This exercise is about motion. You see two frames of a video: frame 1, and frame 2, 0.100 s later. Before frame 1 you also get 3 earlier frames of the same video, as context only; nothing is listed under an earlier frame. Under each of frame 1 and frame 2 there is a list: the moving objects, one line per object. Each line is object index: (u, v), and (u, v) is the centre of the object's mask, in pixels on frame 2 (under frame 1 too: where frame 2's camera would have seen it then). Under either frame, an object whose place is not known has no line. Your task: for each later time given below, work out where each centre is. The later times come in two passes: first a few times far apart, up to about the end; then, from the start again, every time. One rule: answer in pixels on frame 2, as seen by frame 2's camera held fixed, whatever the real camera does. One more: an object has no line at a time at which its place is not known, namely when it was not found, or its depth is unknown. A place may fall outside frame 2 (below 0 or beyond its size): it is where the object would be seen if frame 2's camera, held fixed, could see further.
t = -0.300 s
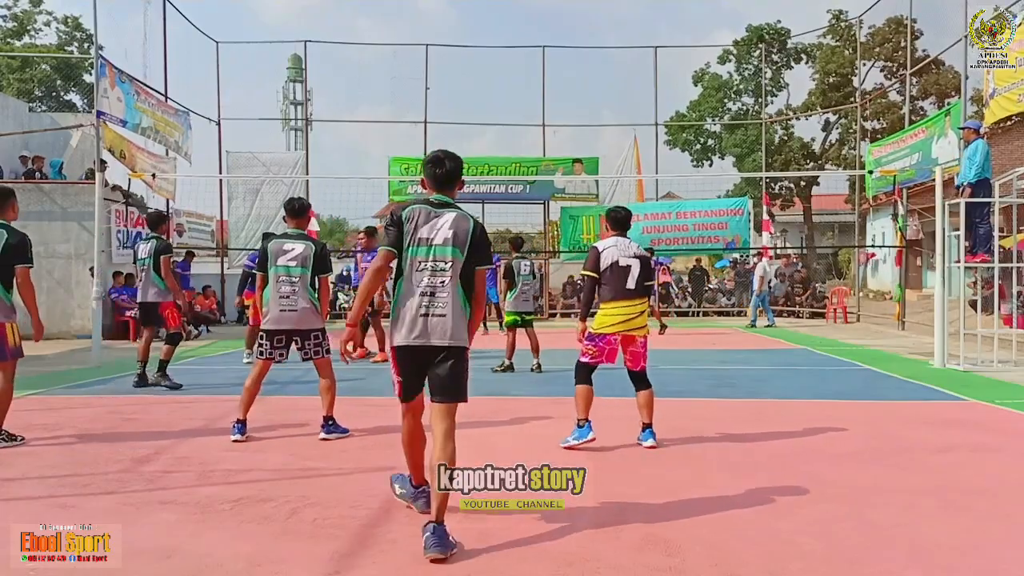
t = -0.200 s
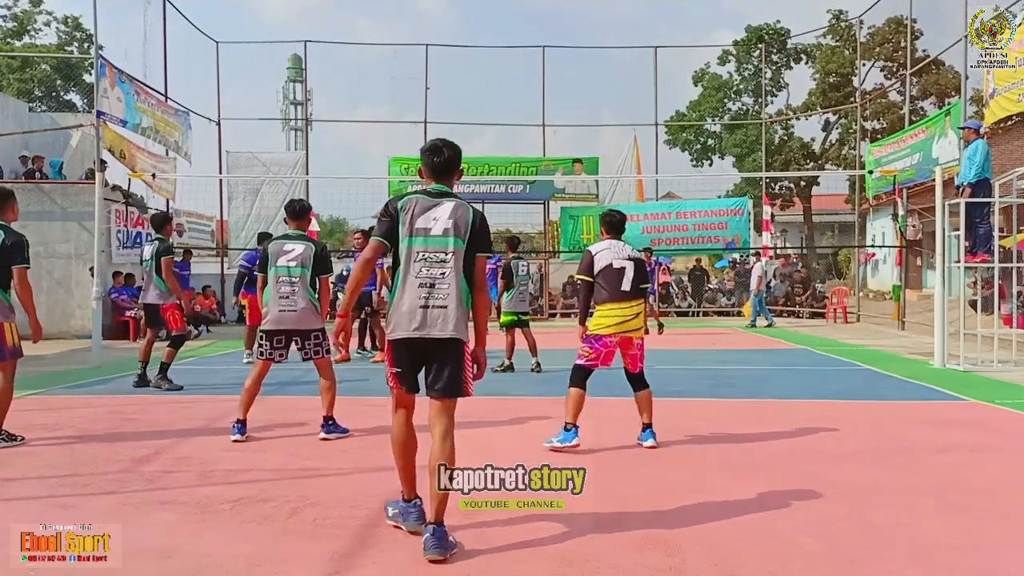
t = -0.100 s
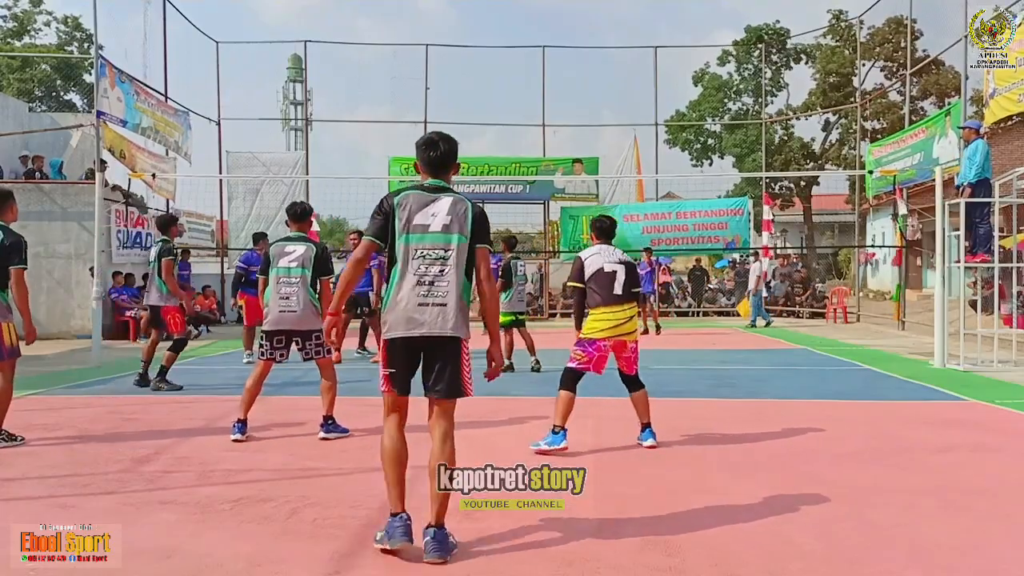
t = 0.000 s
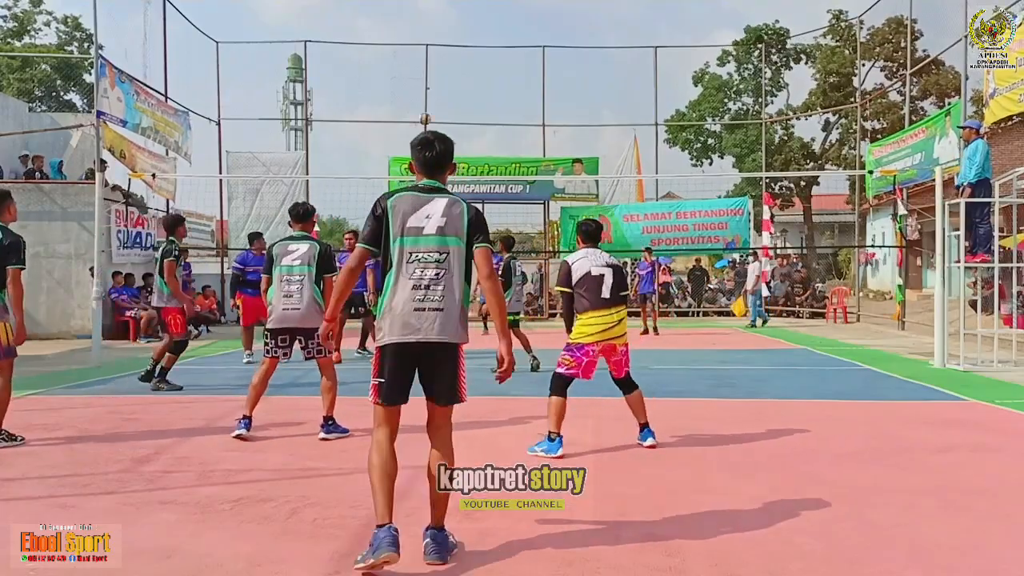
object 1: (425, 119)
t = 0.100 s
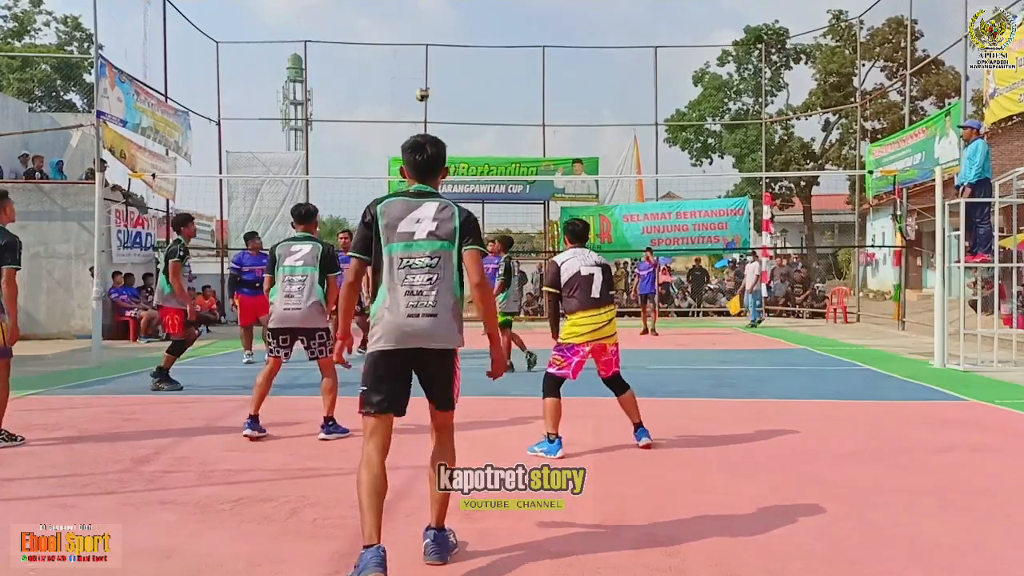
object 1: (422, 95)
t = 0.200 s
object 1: (419, 73)
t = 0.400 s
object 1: (416, 38)
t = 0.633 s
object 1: (411, 38)
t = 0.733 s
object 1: (409, 69)
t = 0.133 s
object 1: (421, 87)
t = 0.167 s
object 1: (420, 80)
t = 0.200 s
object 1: (419, 73)
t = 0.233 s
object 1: (419, 66)
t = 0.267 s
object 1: (417, 59)
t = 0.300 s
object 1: (417, 54)
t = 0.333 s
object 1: (417, 48)
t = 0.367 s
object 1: (416, 43)
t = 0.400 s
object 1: (416, 38)
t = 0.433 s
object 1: (416, 34)
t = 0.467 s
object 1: (414, 32)
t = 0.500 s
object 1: (414, 30)
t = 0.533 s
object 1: (413, 29)
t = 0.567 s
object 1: (412, 31)
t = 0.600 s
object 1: (411, 33)
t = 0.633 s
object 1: (411, 38)
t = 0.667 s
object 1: (410, 46)
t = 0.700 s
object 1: (410, 56)
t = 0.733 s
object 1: (409, 69)
